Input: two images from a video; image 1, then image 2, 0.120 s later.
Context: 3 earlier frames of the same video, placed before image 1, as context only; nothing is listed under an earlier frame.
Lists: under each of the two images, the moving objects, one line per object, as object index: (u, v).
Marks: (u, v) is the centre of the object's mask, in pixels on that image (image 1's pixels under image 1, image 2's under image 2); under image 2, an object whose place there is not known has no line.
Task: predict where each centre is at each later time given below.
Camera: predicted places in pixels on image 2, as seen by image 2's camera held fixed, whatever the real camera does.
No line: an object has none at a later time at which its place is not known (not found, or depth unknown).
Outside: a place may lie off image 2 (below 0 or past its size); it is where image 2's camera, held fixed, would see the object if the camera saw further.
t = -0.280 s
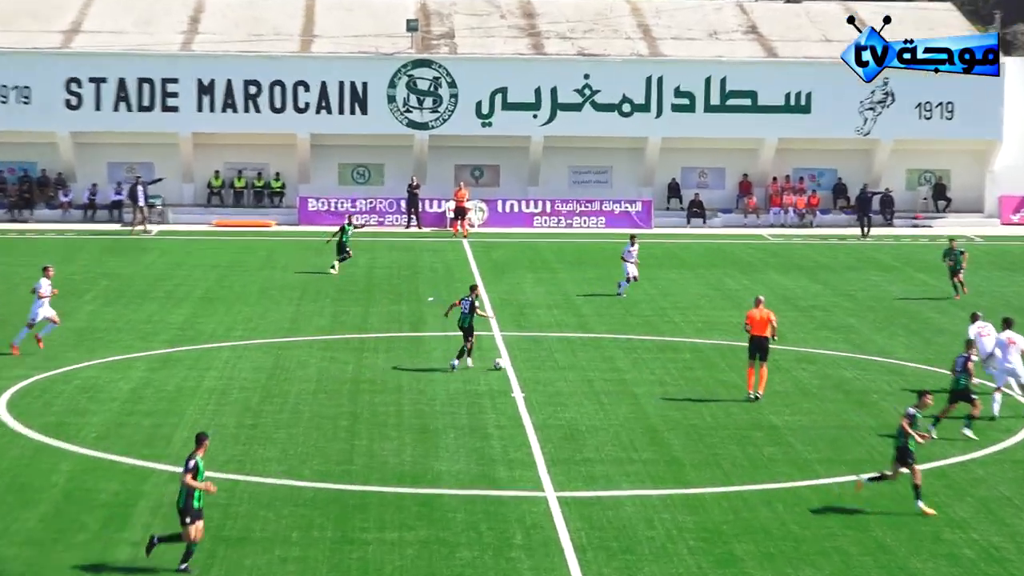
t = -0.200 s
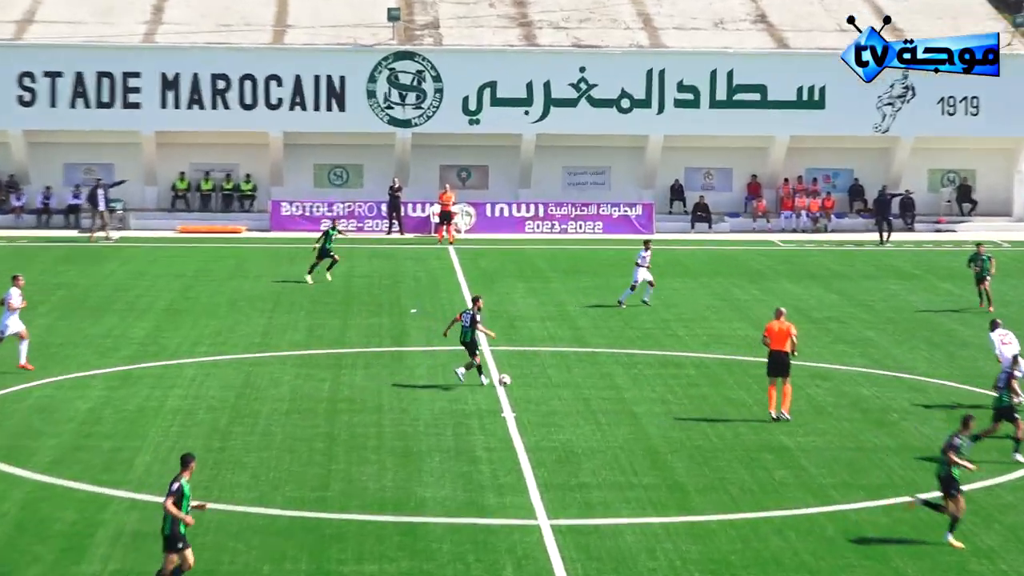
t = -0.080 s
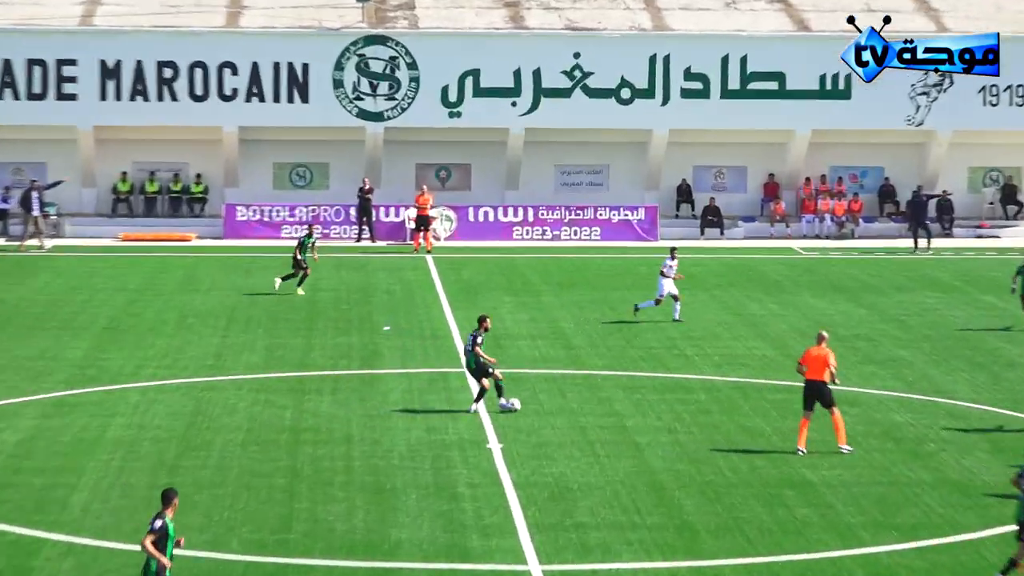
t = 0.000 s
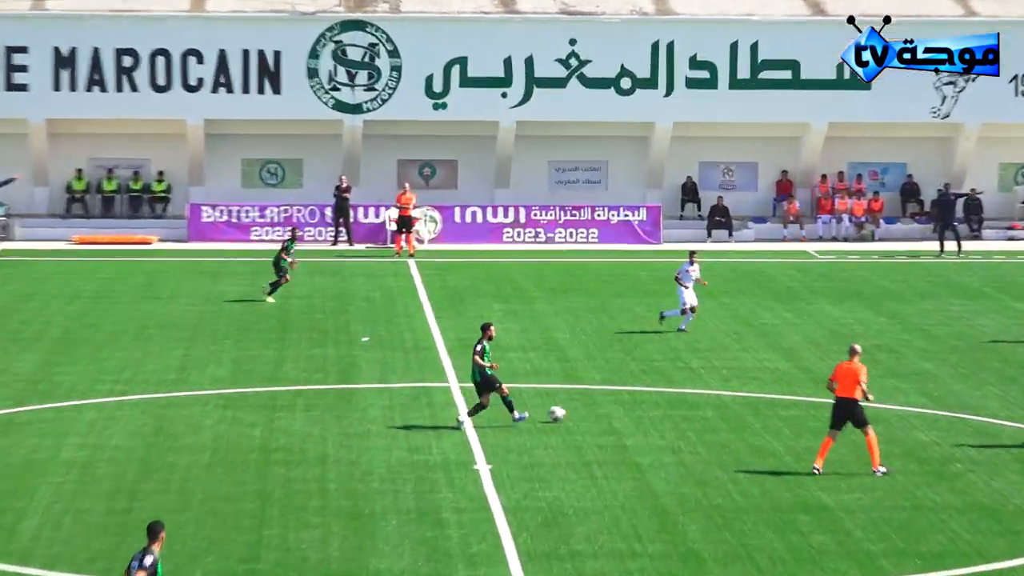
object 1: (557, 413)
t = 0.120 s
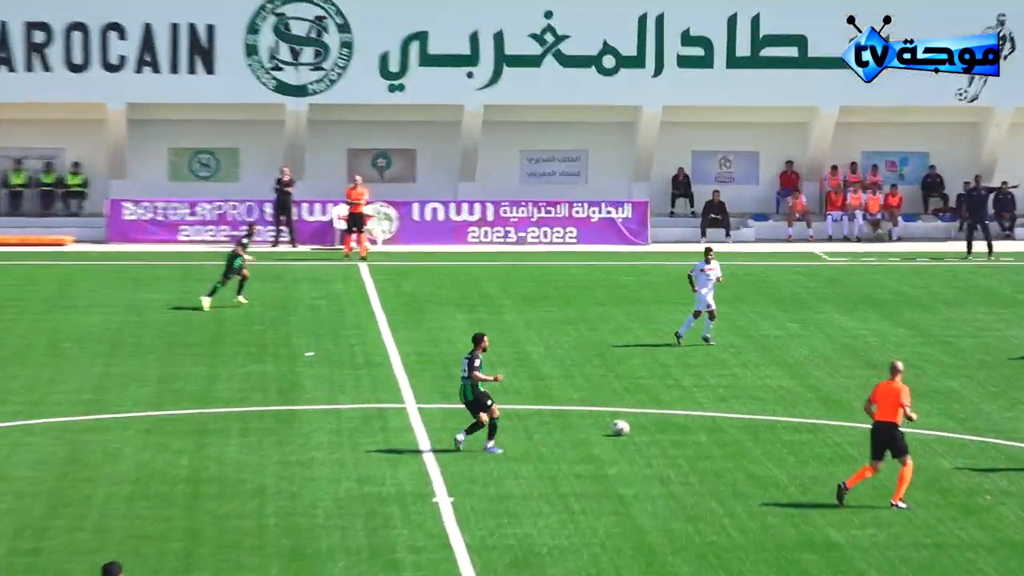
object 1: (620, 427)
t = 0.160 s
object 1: (648, 423)
